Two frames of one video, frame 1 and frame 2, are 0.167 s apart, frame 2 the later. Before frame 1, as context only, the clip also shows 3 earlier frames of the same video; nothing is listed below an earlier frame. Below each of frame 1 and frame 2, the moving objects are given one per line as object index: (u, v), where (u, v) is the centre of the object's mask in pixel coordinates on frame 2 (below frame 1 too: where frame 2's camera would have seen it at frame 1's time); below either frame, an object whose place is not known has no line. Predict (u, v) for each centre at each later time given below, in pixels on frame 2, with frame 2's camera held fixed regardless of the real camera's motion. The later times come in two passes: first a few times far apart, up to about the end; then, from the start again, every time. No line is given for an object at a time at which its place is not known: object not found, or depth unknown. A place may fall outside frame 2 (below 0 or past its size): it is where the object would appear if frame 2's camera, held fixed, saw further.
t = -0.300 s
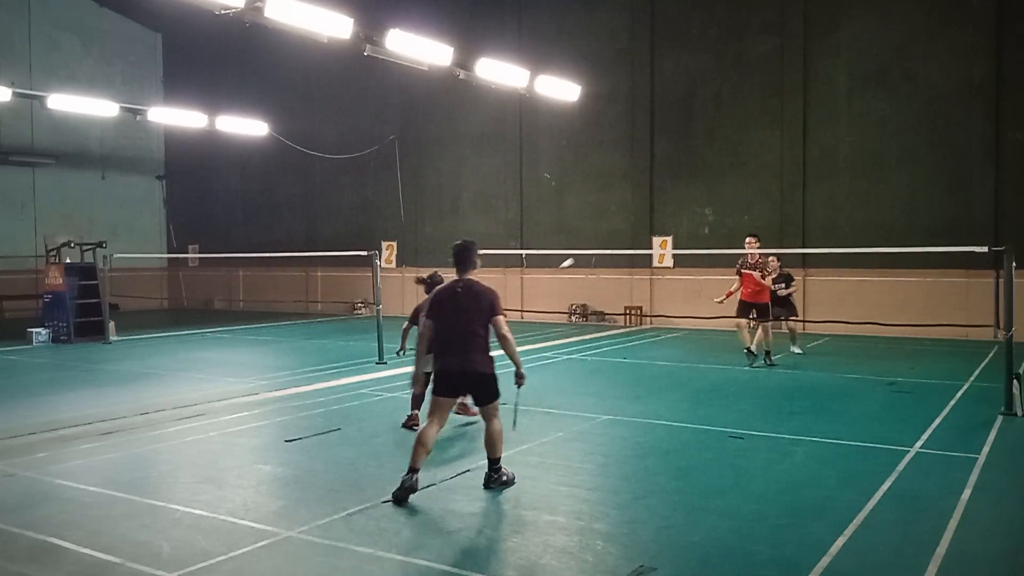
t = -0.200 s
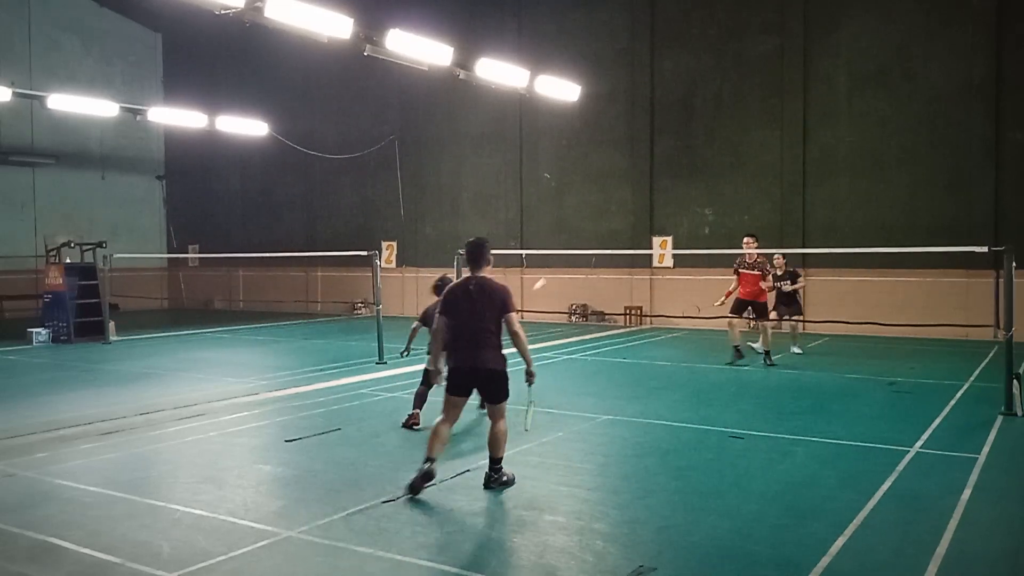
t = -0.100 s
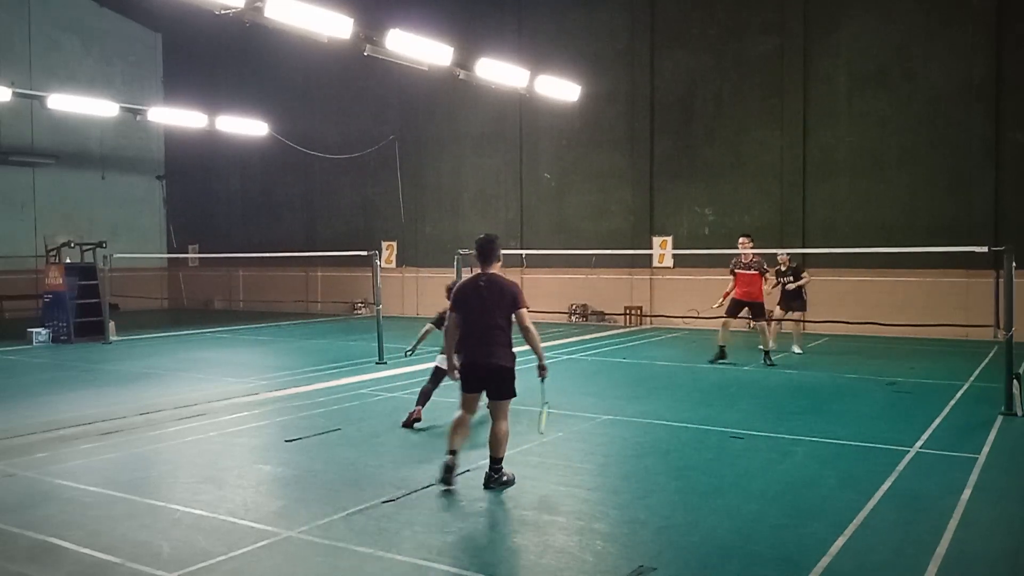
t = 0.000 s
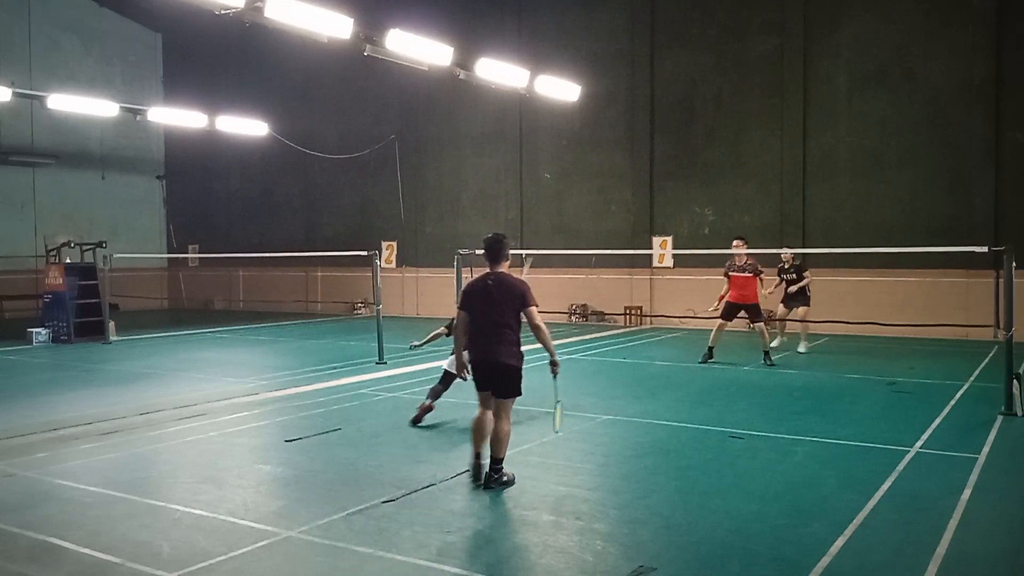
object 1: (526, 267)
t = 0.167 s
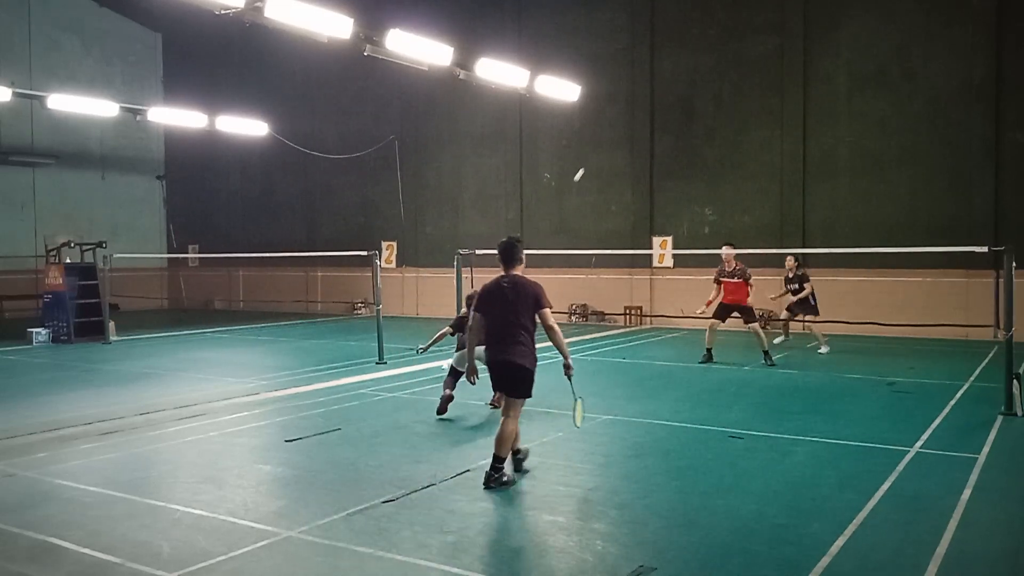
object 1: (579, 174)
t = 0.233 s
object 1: (592, 156)
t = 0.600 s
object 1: (637, 137)
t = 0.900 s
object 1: (661, 177)
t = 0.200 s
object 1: (586, 164)
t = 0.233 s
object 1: (592, 156)
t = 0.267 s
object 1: (598, 150)
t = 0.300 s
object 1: (603, 145)
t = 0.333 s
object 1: (608, 140)
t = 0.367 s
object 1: (612, 137)
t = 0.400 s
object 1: (616, 135)
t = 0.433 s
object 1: (620, 134)
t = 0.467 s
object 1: (624, 133)
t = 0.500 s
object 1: (627, 133)
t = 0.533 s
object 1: (630, 133)
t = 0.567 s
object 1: (634, 135)
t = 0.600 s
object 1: (637, 137)
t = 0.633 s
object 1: (640, 139)
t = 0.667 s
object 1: (643, 142)
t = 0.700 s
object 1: (645, 146)
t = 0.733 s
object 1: (648, 150)
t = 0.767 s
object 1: (651, 155)
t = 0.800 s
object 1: (654, 160)
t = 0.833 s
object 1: (656, 165)
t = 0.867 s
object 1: (659, 171)
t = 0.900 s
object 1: (661, 177)
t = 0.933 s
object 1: (663, 183)
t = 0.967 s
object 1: (665, 190)
